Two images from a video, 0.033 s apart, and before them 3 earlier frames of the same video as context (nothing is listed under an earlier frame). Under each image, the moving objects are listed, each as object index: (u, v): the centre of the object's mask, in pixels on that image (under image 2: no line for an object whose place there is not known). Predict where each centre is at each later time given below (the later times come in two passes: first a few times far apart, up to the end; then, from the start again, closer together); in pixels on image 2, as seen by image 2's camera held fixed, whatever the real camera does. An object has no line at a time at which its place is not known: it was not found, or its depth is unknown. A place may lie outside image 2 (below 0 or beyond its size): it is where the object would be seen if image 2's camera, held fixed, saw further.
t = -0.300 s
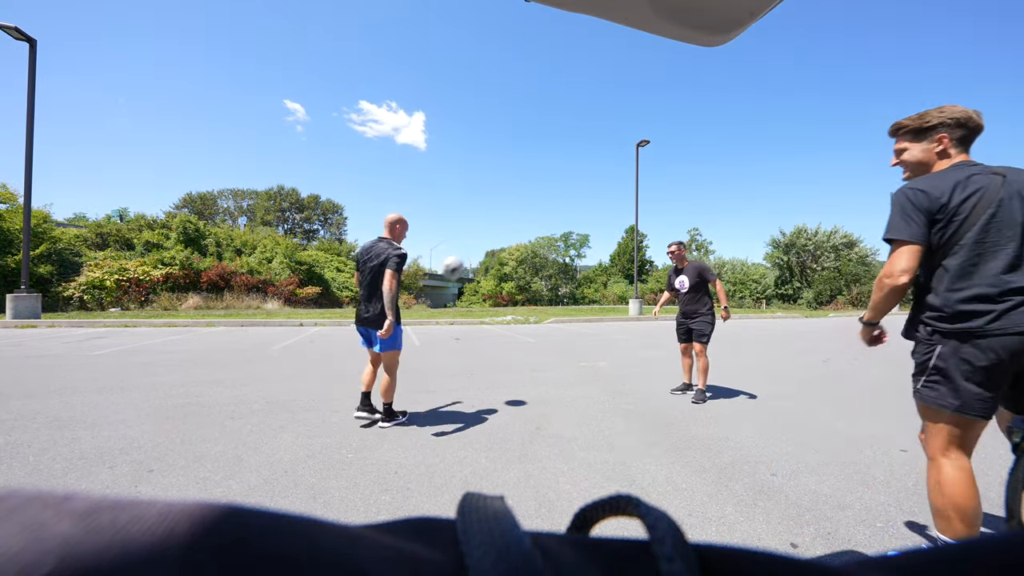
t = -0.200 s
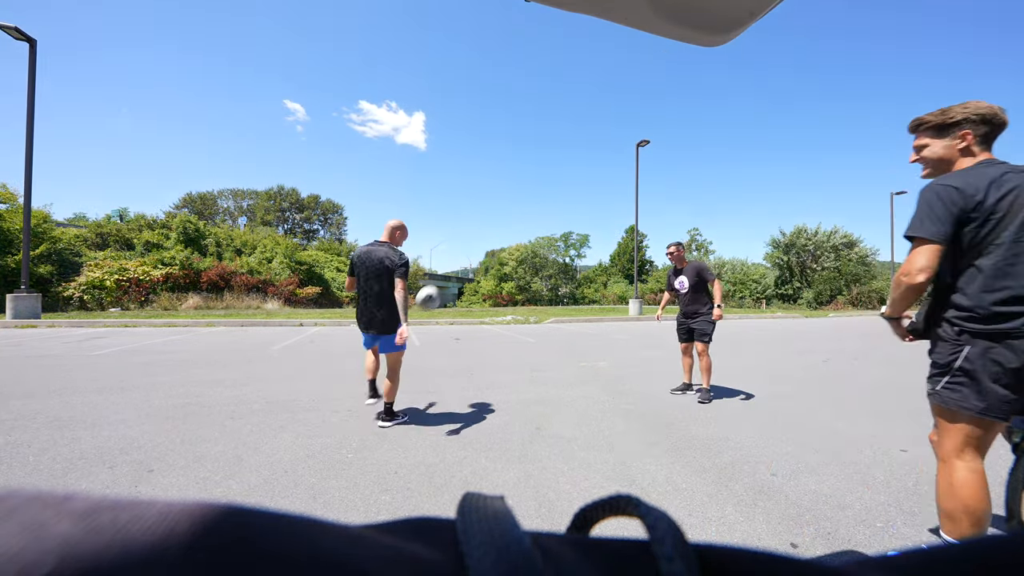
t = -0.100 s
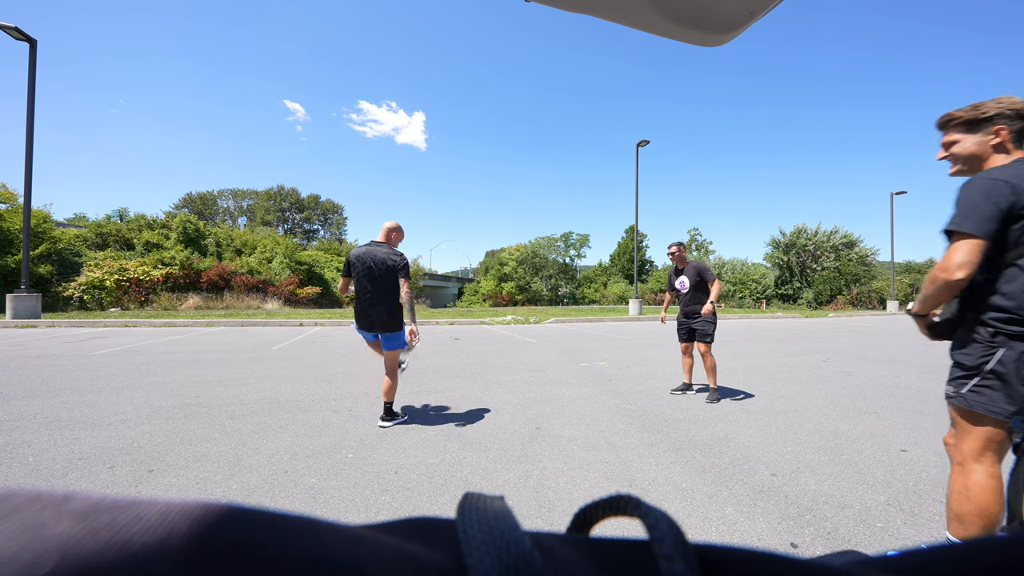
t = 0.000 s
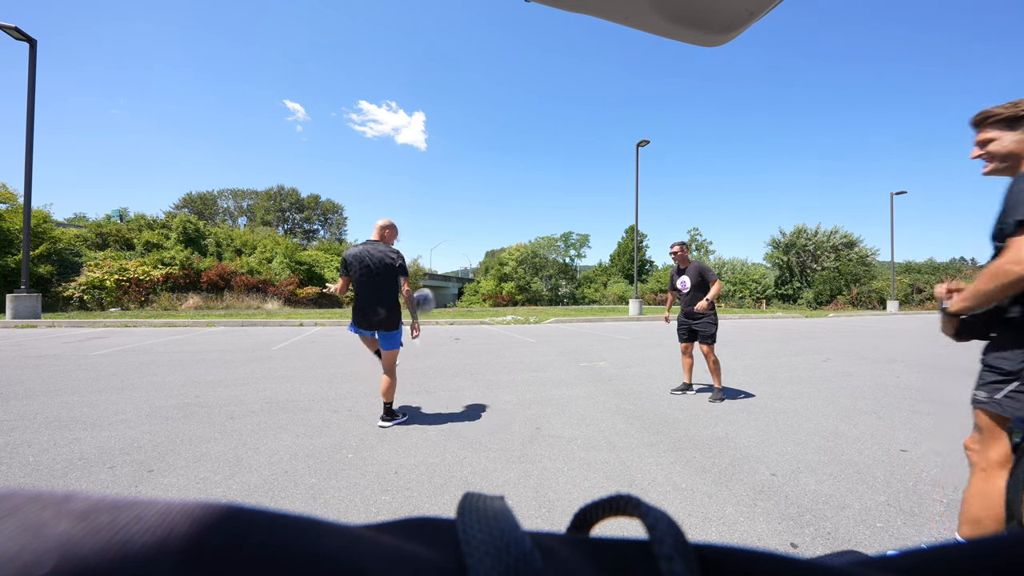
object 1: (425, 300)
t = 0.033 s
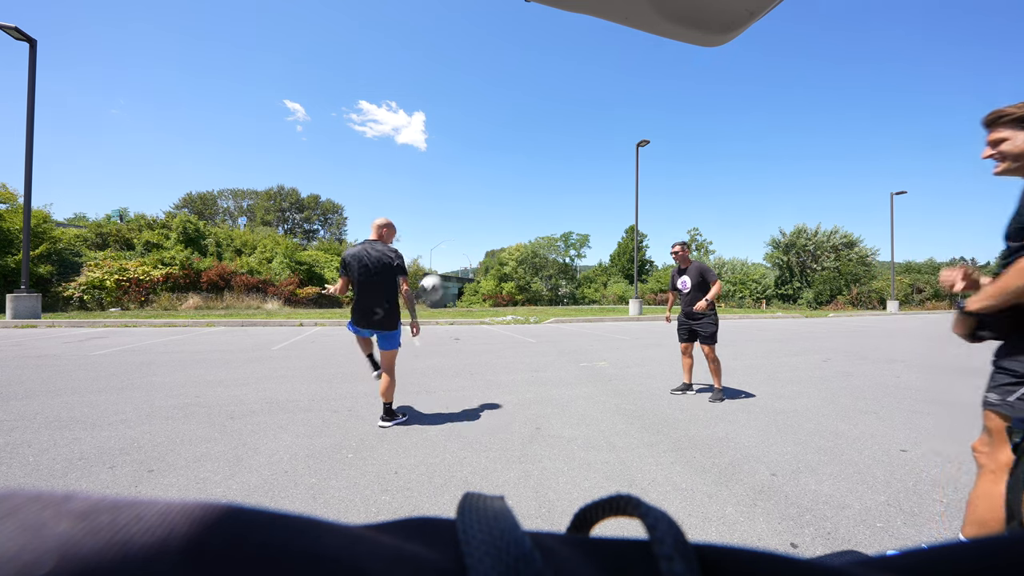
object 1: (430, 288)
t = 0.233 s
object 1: (480, 227)
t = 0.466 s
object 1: (535, 211)
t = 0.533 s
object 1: (551, 216)
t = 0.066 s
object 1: (439, 275)
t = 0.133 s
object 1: (456, 252)
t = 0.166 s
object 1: (464, 243)
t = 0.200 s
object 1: (472, 235)
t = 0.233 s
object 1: (480, 227)
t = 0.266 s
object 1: (488, 221)
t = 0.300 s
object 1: (496, 217)
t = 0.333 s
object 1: (504, 213)
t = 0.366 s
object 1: (512, 211)
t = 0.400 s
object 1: (520, 210)
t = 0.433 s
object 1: (527, 210)
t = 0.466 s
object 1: (535, 211)
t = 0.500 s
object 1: (543, 213)
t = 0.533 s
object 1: (551, 216)
